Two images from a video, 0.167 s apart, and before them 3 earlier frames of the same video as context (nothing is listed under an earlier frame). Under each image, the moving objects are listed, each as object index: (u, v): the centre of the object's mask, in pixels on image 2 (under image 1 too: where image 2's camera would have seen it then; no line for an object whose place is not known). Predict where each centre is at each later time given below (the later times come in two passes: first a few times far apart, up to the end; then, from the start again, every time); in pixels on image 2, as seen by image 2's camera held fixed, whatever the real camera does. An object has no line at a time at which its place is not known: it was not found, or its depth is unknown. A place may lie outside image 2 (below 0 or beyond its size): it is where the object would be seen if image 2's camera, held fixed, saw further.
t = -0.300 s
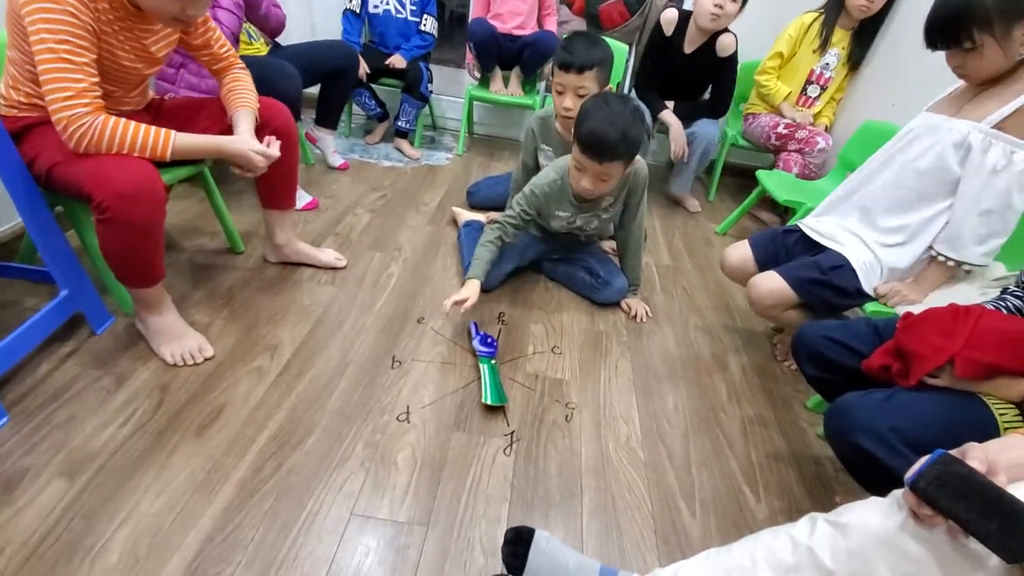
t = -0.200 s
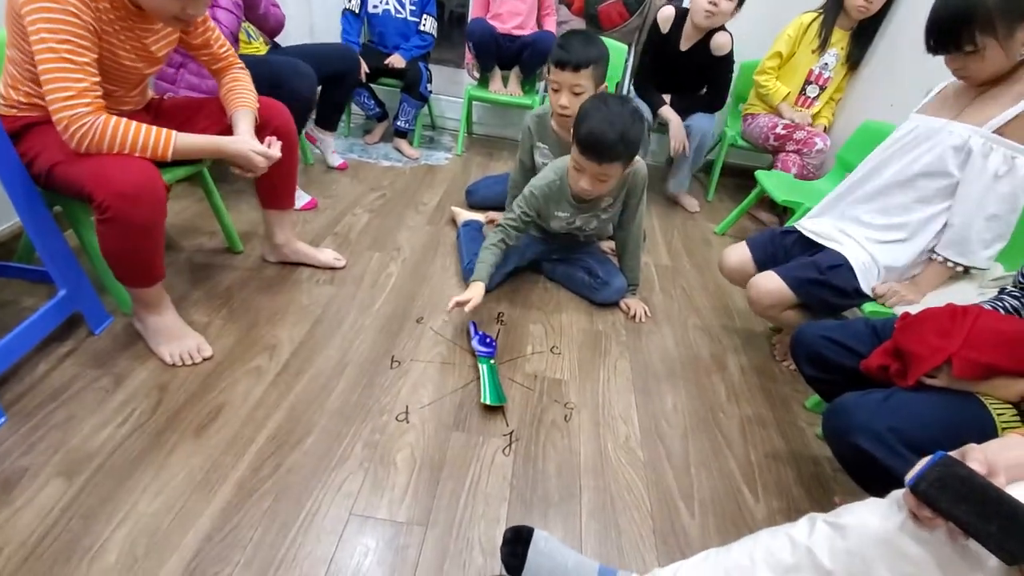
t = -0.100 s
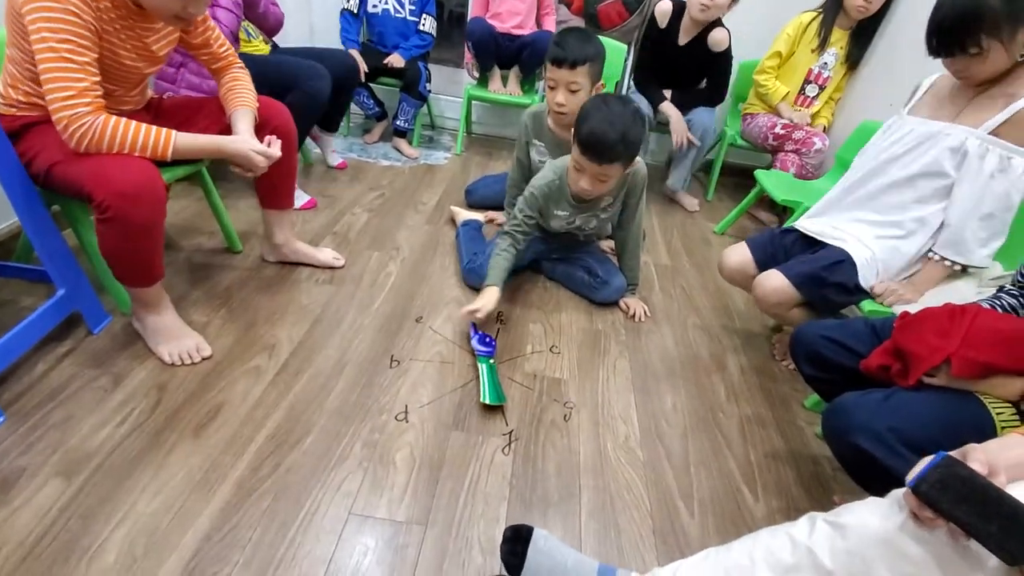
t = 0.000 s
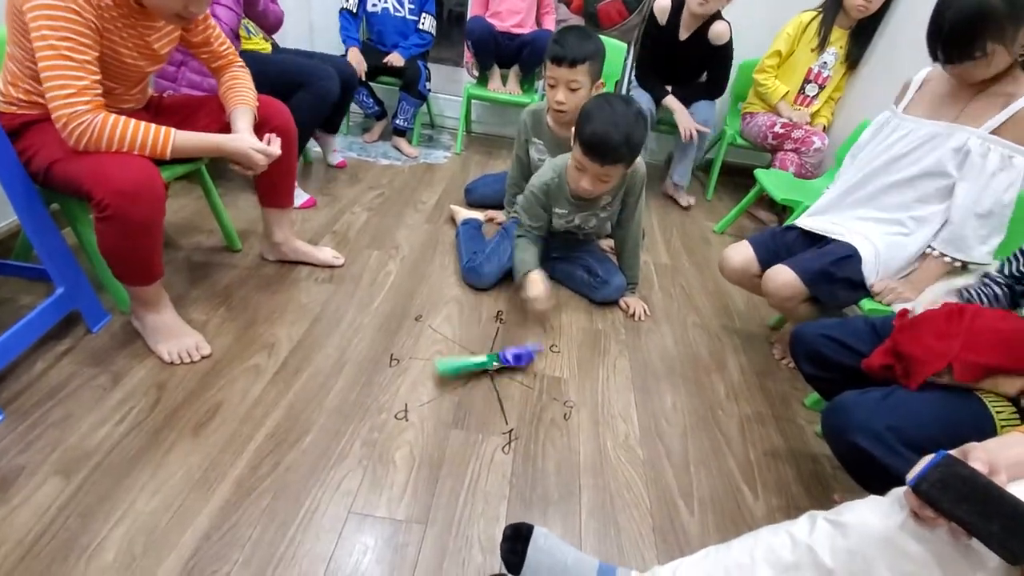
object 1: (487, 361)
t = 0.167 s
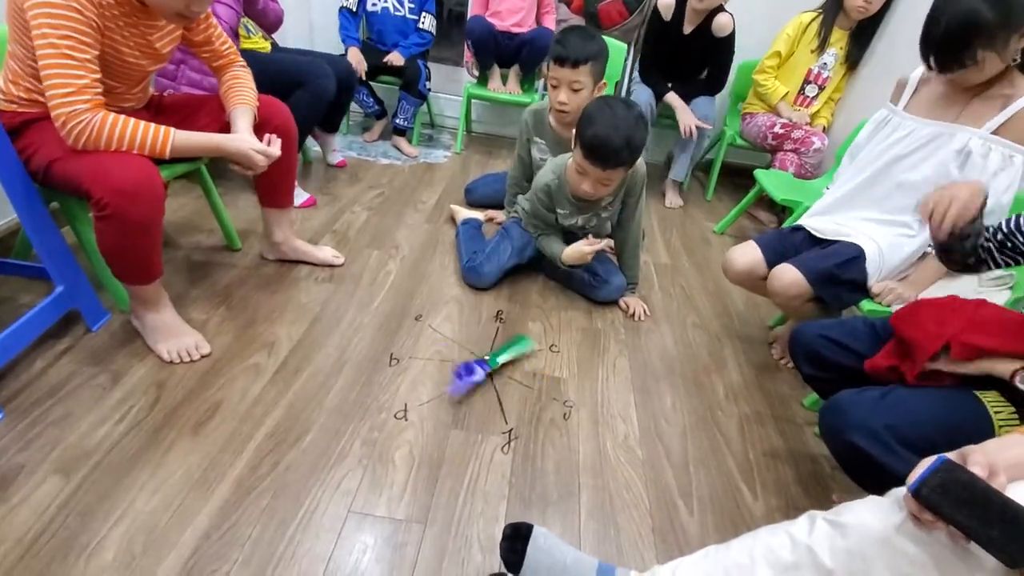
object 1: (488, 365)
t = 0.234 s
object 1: (490, 362)
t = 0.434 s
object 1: (493, 361)
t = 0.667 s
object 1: (490, 362)
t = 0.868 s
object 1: (487, 361)
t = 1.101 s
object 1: (487, 366)
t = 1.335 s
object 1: (490, 365)
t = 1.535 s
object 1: (491, 360)
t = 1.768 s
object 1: (489, 367)
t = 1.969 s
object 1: (490, 362)
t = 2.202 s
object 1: (490, 365)
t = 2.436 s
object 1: (488, 361)
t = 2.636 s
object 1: (494, 362)
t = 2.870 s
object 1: (493, 365)
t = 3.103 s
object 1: (490, 364)
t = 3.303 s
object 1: (488, 363)
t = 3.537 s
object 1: (488, 362)
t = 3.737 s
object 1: (489, 361)
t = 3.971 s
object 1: (489, 361)
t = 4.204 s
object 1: (489, 361)
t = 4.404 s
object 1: (489, 362)
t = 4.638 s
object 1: (489, 362)
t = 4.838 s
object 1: (489, 362)
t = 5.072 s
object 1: (490, 363)
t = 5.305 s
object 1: (489, 362)
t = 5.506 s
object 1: (490, 362)
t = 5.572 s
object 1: (490, 362)
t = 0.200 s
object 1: (486, 362)
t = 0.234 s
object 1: (490, 362)
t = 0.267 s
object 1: (493, 364)
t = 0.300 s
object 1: (490, 364)
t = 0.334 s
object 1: (488, 364)
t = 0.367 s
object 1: (487, 362)
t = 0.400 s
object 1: (488, 361)
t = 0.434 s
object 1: (493, 361)
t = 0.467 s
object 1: (496, 363)
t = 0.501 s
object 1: (496, 365)
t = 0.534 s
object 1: (493, 366)
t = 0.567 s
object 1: (489, 367)
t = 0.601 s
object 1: (487, 365)
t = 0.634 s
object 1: (487, 362)
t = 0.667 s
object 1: (490, 362)
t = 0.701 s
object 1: (493, 363)
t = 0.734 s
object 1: (492, 364)
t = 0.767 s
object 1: (490, 364)
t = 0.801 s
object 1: (488, 364)
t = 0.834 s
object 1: (488, 362)
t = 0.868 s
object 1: (487, 361)
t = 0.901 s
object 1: (493, 360)
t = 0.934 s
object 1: (494, 362)
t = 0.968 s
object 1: (495, 363)
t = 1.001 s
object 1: (495, 365)
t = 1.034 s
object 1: (493, 365)
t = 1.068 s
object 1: (490, 367)
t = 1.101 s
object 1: (487, 366)
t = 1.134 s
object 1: (487, 364)
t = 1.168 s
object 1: (488, 362)
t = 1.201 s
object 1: (489, 361)
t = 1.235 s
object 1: (491, 362)
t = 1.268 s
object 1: (492, 363)
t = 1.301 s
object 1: (492, 364)
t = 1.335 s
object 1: (490, 365)
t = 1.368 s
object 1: (489, 365)
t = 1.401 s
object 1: (488, 363)
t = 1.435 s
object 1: (487, 363)
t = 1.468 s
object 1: (487, 362)
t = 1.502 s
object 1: (488, 361)
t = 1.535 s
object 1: (491, 360)
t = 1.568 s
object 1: (493, 361)
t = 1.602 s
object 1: (496, 363)
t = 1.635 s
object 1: (495, 364)
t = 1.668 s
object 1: (495, 365)
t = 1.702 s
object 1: (493, 366)
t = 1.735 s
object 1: (492, 367)
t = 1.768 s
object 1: (489, 367)
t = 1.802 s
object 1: (488, 365)
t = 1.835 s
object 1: (488, 364)
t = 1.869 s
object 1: (488, 363)
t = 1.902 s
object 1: (488, 362)
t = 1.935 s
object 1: (489, 362)
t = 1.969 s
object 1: (490, 362)
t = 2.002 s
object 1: (492, 362)
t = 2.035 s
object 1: (493, 363)
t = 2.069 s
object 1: (493, 364)
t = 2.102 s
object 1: (492, 364)
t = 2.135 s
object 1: (492, 365)
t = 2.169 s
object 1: (491, 365)
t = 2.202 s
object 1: (490, 365)
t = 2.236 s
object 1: (489, 365)
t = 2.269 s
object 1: (488, 364)
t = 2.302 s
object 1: (487, 364)
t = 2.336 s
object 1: (486, 363)
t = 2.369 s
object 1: (486, 362)
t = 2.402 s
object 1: (487, 361)
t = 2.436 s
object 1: (488, 361)
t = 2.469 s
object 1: (489, 361)
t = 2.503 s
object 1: (490, 360)
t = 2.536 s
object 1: (491, 360)
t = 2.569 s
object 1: (492, 361)
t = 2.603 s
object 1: (493, 361)
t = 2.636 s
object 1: (494, 362)
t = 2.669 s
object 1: (494, 362)
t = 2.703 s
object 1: (494, 363)
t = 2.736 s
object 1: (494, 363)
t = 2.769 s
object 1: (495, 364)
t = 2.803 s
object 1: (494, 364)
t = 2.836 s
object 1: (494, 364)
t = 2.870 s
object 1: (493, 365)
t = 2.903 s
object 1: (493, 365)
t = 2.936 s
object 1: (492, 365)
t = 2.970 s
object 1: (492, 365)
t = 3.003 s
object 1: (491, 365)
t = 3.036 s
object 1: (490, 365)
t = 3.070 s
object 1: (490, 365)
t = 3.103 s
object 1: (490, 364)
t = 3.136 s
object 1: (489, 364)
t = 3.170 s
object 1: (489, 364)
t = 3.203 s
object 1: (488, 364)
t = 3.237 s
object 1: (488, 364)
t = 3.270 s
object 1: (488, 364)
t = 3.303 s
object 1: (488, 363)
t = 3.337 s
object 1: (488, 363)
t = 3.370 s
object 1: (488, 363)
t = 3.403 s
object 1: (488, 363)
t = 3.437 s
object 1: (488, 363)
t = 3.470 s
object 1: (487, 362)
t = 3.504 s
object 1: (488, 362)
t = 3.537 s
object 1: (488, 362)
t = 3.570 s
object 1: (488, 362)
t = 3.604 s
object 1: (488, 362)
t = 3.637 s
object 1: (489, 362)
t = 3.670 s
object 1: (489, 361)
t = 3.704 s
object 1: (489, 361)
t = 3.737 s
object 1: (489, 361)
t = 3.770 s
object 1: (489, 361)
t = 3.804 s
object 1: (489, 362)
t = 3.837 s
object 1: (489, 361)
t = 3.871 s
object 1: (490, 361)
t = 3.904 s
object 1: (490, 361)
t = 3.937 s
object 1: (489, 361)
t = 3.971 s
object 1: (489, 361)
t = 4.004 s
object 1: (489, 361)
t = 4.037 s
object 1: (489, 361)
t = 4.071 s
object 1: (489, 361)
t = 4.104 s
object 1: (489, 361)
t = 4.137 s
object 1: (489, 361)
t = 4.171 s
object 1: (489, 361)
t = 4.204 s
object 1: (489, 361)
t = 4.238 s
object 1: (489, 361)
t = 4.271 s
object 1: (489, 361)
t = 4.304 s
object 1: (489, 362)
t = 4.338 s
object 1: (489, 362)
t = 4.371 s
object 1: (490, 362)
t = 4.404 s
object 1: (489, 362)
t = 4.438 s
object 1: (489, 362)
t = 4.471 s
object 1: (489, 362)
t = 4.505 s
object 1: (489, 362)
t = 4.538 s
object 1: (489, 362)
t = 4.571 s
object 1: (489, 363)
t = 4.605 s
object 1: (489, 362)
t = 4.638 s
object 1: (489, 362)
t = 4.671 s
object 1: (489, 362)
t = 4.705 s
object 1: (489, 363)
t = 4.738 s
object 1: (489, 363)
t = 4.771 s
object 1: (489, 362)
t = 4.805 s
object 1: (489, 362)
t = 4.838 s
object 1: (489, 362)
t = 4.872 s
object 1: (489, 362)
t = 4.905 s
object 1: (490, 363)
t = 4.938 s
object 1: (490, 363)
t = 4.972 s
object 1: (490, 363)
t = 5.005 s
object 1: (490, 363)
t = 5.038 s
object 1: (490, 363)
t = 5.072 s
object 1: (490, 363)
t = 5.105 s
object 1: (490, 363)
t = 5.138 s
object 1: (490, 363)
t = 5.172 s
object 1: (490, 363)
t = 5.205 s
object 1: (490, 363)
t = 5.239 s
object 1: (490, 363)
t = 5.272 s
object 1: (490, 363)
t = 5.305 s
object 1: (489, 362)
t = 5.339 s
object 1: (489, 363)
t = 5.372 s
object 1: (490, 363)
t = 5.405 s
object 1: (489, 363)
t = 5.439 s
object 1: (490, 363)
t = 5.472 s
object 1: (490, 363)
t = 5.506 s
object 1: (490, 362)
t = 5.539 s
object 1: (490, 363)
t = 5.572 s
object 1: (490, 362)
